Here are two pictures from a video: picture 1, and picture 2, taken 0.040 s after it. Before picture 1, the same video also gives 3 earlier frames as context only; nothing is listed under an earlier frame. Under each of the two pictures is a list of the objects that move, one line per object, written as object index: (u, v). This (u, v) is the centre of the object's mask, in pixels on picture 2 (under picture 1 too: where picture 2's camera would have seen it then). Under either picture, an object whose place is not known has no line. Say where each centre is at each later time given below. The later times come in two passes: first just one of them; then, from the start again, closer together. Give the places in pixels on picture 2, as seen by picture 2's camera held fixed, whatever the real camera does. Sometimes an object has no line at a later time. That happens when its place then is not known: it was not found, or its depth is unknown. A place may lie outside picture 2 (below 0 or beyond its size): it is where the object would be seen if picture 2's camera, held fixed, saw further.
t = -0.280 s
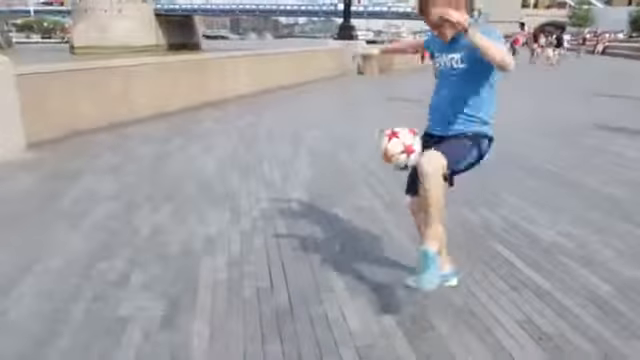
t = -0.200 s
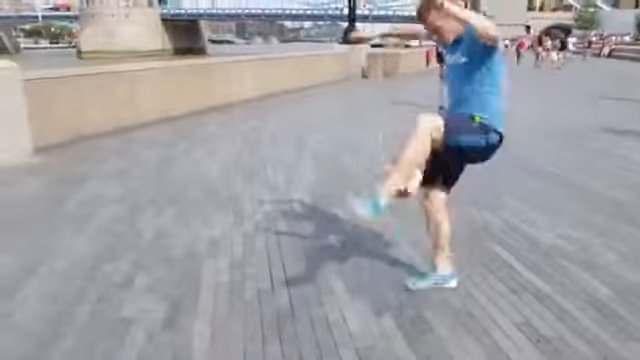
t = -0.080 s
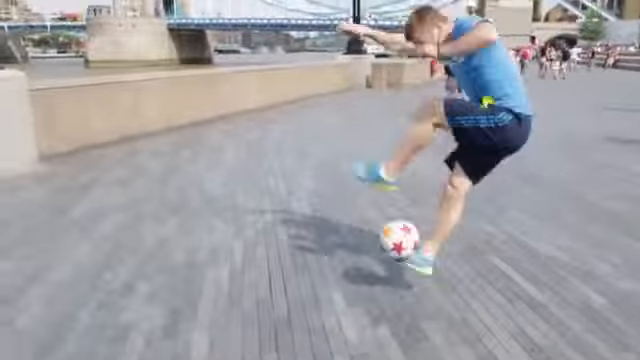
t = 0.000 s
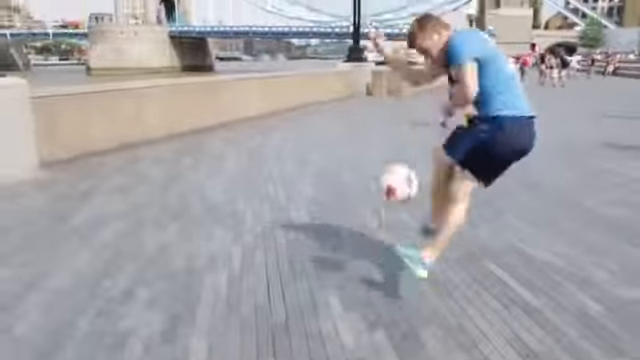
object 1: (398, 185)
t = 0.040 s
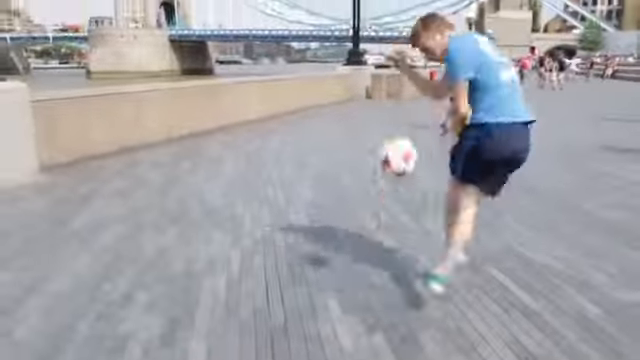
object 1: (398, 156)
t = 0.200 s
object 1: (397, 58)
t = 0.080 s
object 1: (398, 127)
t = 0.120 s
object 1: (399, 102)
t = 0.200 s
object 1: (397, 58)
